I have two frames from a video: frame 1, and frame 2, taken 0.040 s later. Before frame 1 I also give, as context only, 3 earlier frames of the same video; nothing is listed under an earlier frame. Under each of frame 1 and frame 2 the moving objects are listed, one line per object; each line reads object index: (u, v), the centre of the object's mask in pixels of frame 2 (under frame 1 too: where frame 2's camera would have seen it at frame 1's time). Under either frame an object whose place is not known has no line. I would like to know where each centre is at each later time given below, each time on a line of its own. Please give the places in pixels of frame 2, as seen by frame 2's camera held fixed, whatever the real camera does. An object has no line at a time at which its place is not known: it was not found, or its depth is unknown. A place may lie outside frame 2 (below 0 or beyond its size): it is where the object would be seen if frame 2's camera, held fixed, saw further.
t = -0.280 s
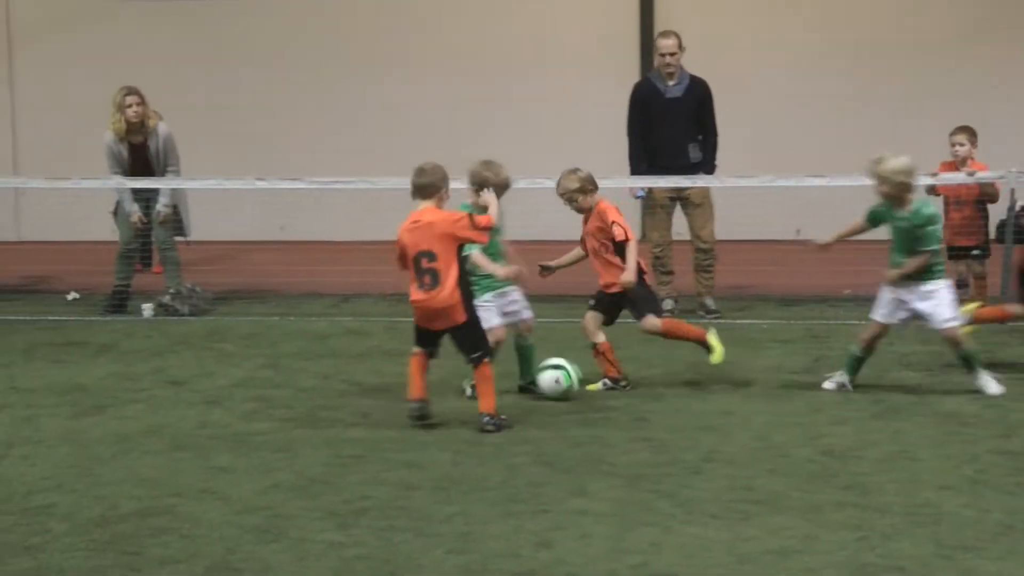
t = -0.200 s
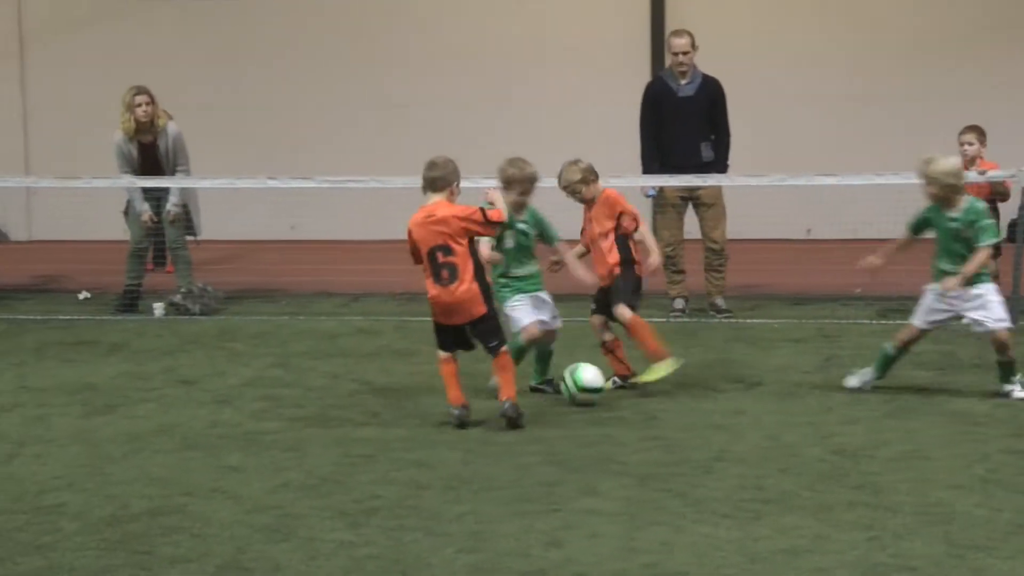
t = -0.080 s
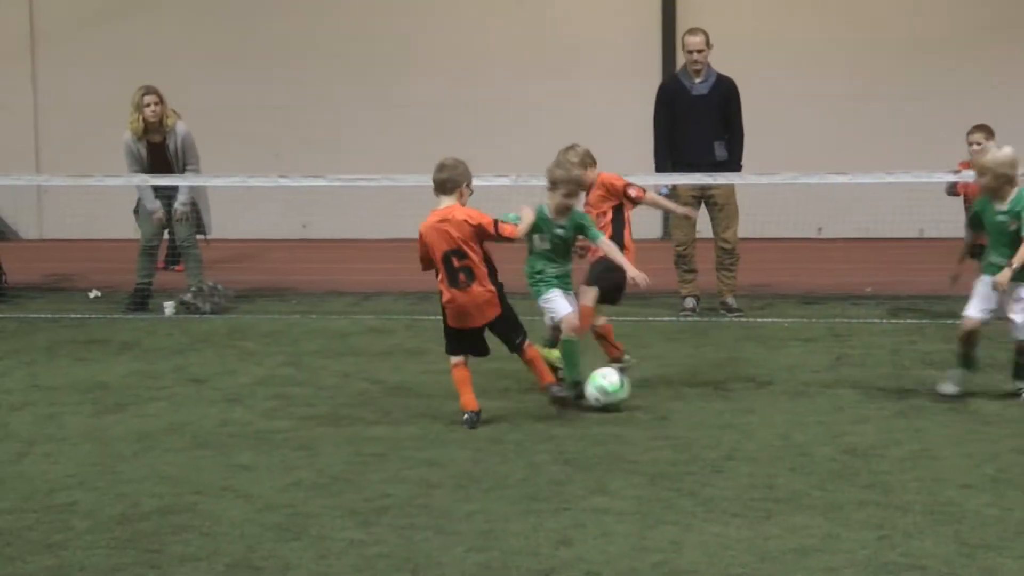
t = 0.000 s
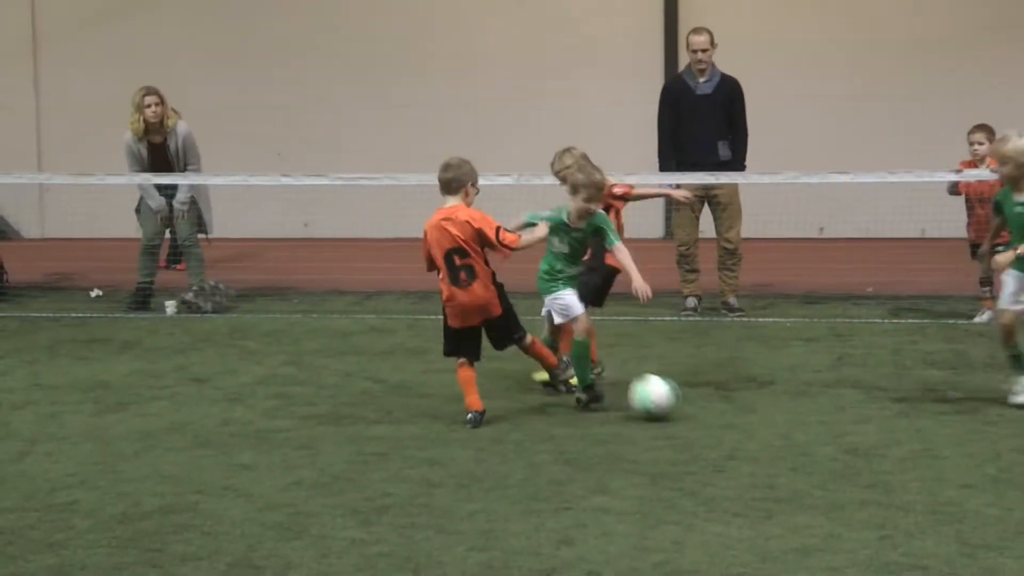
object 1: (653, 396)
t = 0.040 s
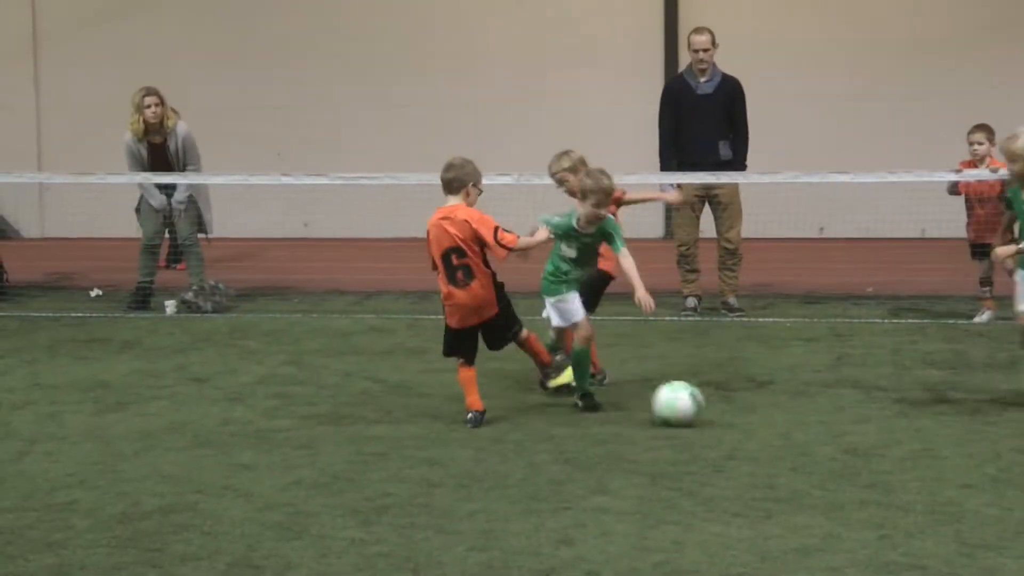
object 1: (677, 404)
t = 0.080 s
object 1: (698, 406)
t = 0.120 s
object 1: (720, 411)
